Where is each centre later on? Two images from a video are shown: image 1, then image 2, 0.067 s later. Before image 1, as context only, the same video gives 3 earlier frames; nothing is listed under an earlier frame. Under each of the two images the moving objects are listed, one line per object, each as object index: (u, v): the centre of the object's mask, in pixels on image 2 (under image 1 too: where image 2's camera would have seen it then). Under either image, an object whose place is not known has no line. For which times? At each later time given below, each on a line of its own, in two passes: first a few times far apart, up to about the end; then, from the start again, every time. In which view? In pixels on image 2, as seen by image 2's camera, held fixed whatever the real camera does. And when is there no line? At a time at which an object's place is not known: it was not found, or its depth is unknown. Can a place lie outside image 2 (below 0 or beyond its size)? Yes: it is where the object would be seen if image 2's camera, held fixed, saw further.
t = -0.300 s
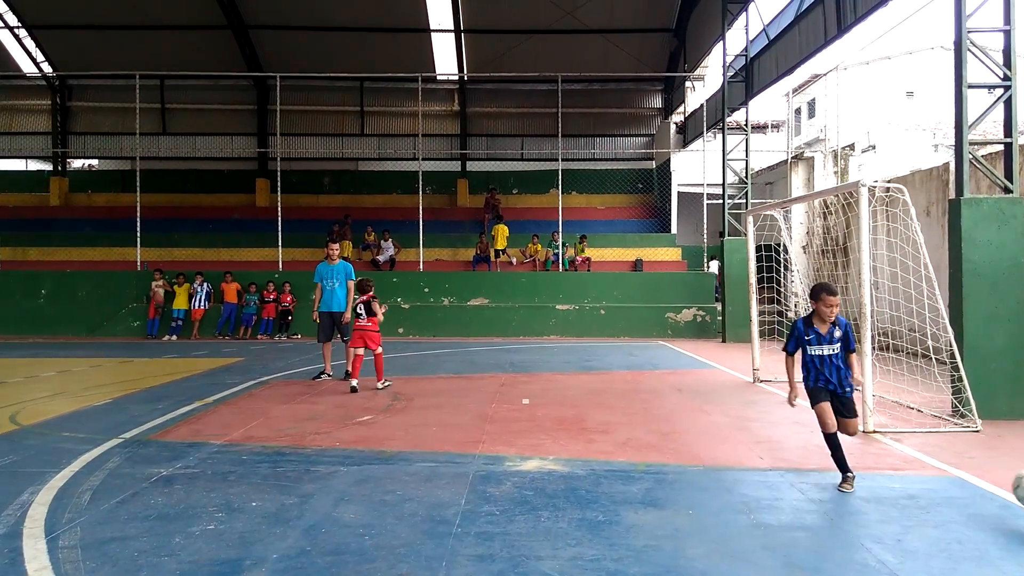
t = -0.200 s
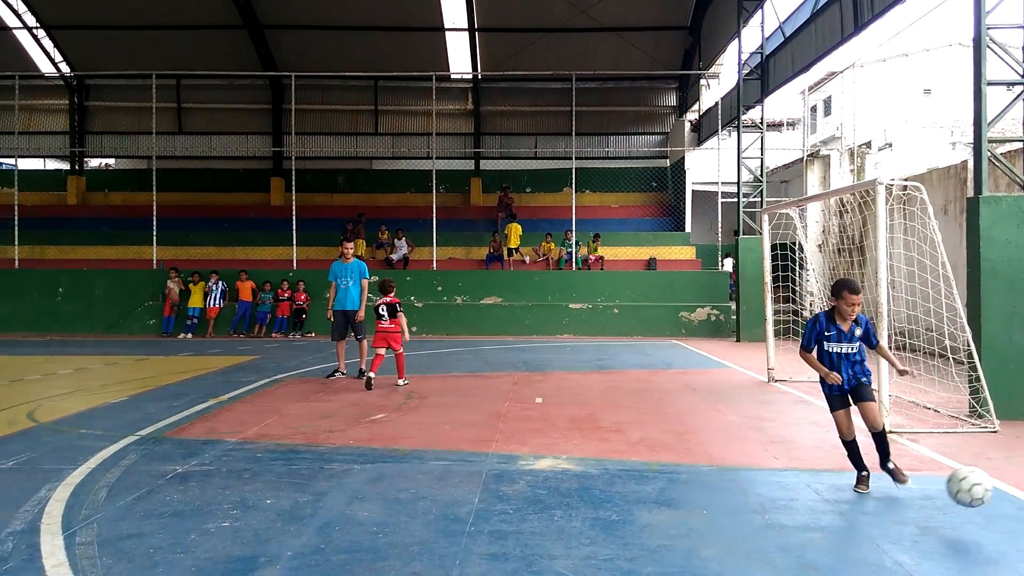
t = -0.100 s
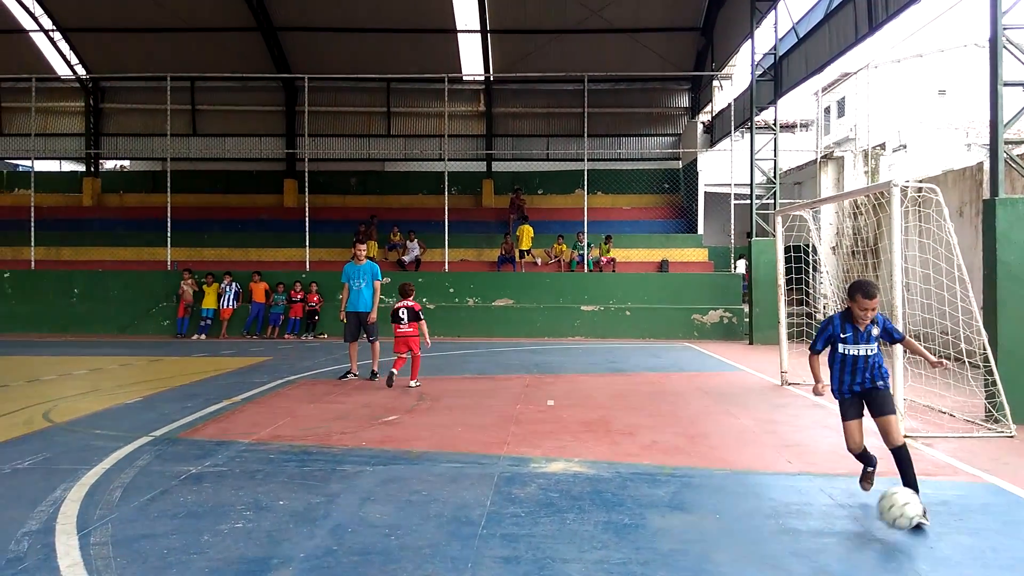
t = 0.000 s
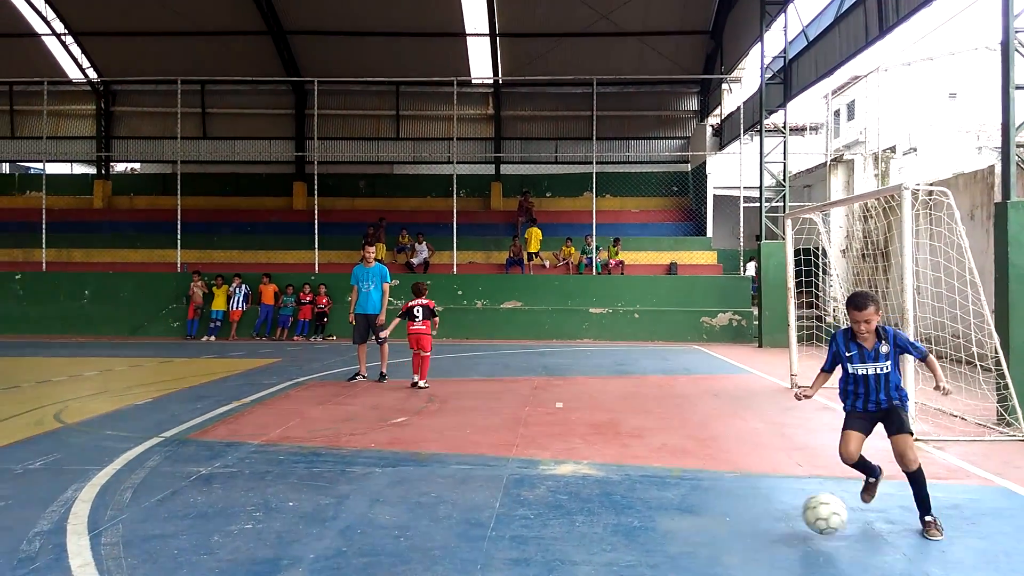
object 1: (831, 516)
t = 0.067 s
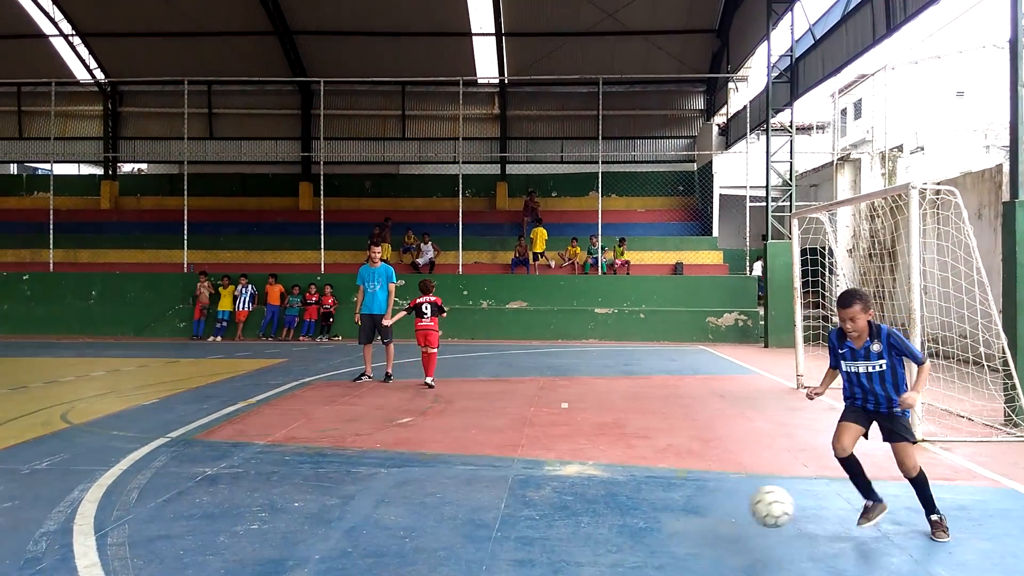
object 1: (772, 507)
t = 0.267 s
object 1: (597, 523)
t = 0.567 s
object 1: (341, 526)
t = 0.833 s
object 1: (114, 530)
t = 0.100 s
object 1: (743, 507)
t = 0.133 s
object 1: (713, 509)
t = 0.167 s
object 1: (685, 512)
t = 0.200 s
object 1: (655, 518)
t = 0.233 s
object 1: (625, 528)
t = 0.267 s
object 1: (597, 523)
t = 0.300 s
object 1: (570, 514)
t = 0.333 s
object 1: (541, 509)
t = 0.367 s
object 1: (512, 507)
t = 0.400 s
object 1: (483, 508)
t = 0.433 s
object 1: (456, 510)
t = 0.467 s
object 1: (428, 513)
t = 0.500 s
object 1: (398, 520)
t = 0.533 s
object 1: (369, 530)
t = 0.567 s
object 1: (341, 526)
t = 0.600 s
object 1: (314, 520)
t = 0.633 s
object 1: (285, 515)
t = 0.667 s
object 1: (256, 515)
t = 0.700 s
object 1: (227, 517)
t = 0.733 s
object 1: (199, 521)
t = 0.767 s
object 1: (171, 527)
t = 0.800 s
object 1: (141, 534)
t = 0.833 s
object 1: (114, 530)
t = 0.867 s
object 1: (86, 527)
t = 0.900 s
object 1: (58, 526)
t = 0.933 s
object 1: (31, 526)
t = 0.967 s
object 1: (2, 529)
